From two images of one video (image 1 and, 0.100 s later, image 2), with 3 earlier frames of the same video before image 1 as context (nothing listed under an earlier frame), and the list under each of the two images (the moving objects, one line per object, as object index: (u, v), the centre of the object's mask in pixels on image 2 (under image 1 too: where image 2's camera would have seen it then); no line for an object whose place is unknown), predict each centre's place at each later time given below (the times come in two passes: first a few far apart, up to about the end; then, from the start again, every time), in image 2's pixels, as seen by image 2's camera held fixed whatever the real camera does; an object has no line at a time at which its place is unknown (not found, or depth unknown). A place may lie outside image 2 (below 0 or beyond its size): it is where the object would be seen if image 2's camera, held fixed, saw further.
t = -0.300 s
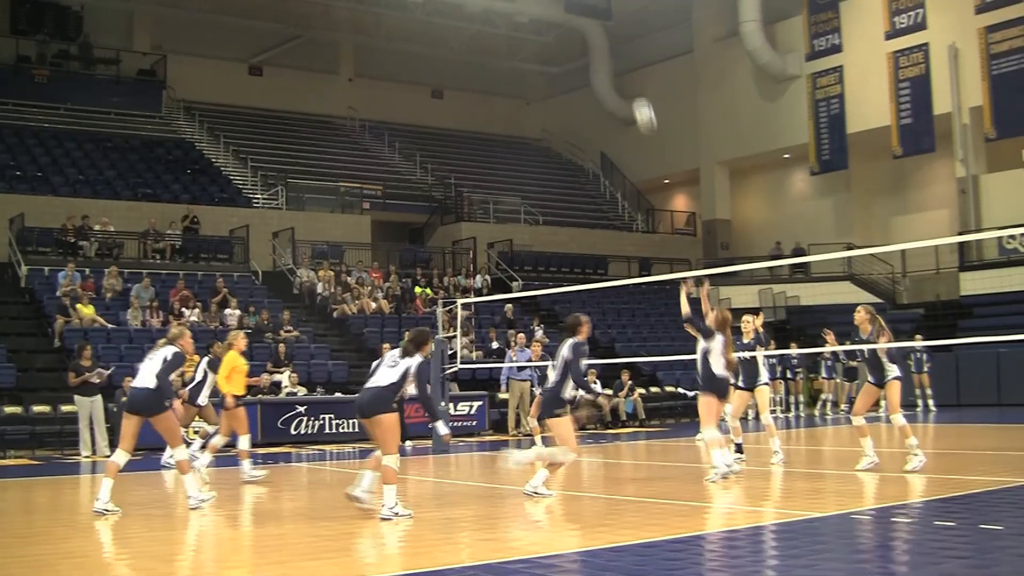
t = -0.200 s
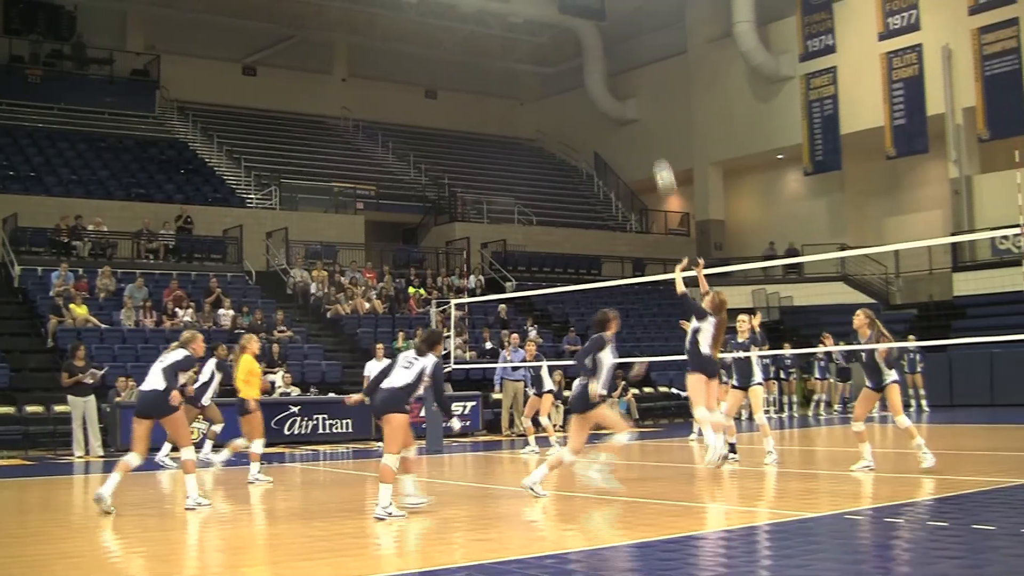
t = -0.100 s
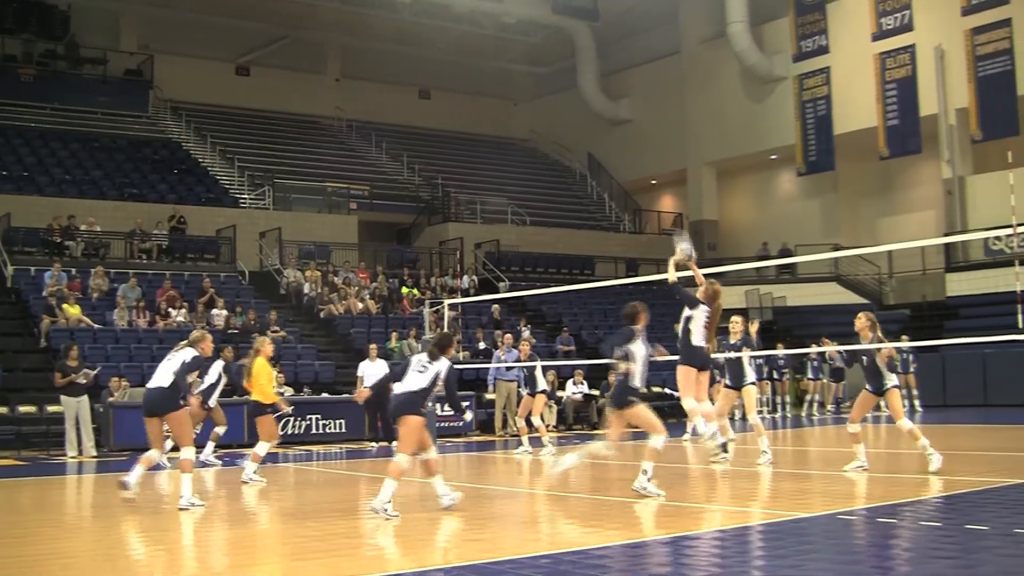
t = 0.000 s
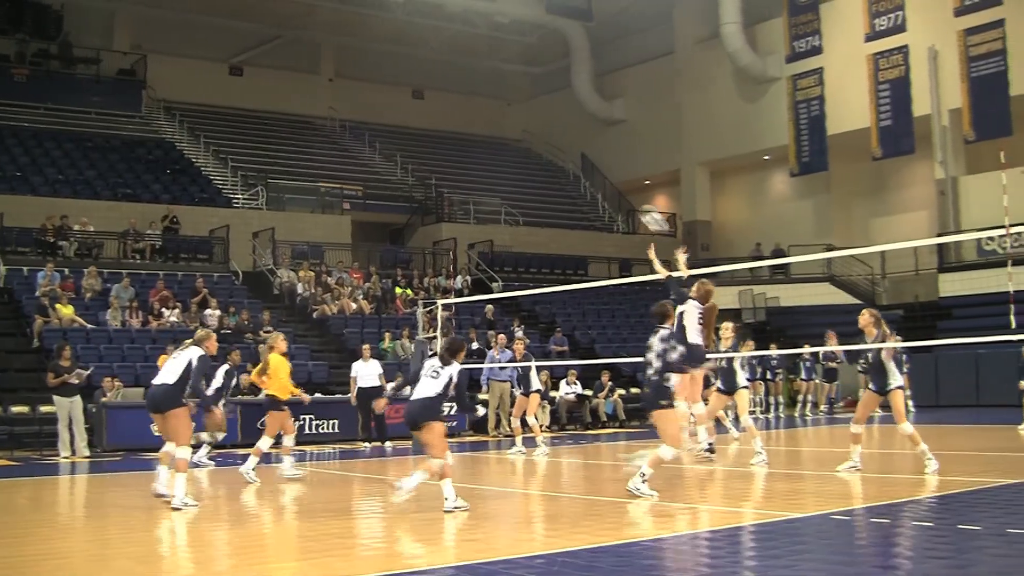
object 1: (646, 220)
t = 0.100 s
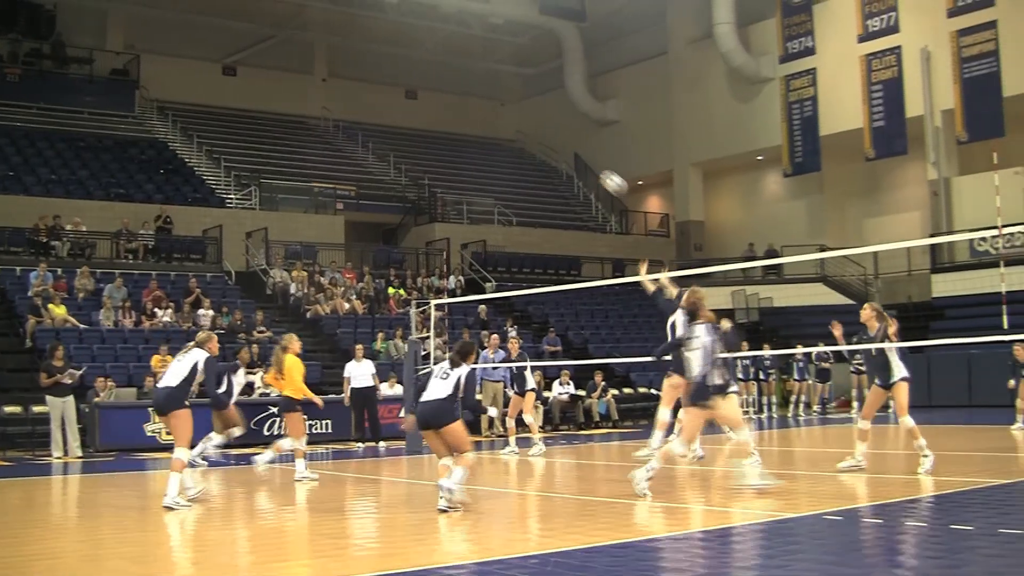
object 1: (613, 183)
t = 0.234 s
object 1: (574, 152)
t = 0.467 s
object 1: (513, 138)
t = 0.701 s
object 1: (462, 167)
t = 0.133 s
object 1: (603, 173)
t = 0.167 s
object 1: (593, 165)
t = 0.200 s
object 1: (583, 158)
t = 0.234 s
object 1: (574, 152)
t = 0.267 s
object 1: (564, 147)
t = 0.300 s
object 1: (555, 143)
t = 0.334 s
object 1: (546, 140)
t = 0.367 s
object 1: (537, 138)
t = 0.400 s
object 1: (529, 137)
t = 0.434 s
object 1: (521, 137)
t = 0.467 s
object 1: (513, 138)
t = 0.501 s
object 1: (505, 140)
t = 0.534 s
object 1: (498, 142)
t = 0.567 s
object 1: (490, 146)
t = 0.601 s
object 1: (483, 150)
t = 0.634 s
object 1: (476, 155)
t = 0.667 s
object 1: (469, 160)
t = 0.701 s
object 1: (462, 167)
